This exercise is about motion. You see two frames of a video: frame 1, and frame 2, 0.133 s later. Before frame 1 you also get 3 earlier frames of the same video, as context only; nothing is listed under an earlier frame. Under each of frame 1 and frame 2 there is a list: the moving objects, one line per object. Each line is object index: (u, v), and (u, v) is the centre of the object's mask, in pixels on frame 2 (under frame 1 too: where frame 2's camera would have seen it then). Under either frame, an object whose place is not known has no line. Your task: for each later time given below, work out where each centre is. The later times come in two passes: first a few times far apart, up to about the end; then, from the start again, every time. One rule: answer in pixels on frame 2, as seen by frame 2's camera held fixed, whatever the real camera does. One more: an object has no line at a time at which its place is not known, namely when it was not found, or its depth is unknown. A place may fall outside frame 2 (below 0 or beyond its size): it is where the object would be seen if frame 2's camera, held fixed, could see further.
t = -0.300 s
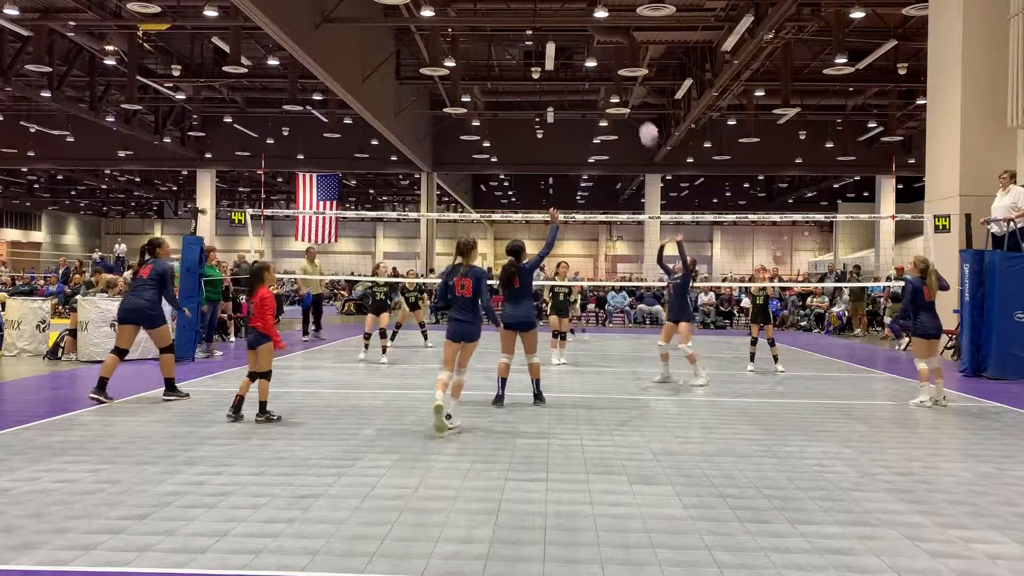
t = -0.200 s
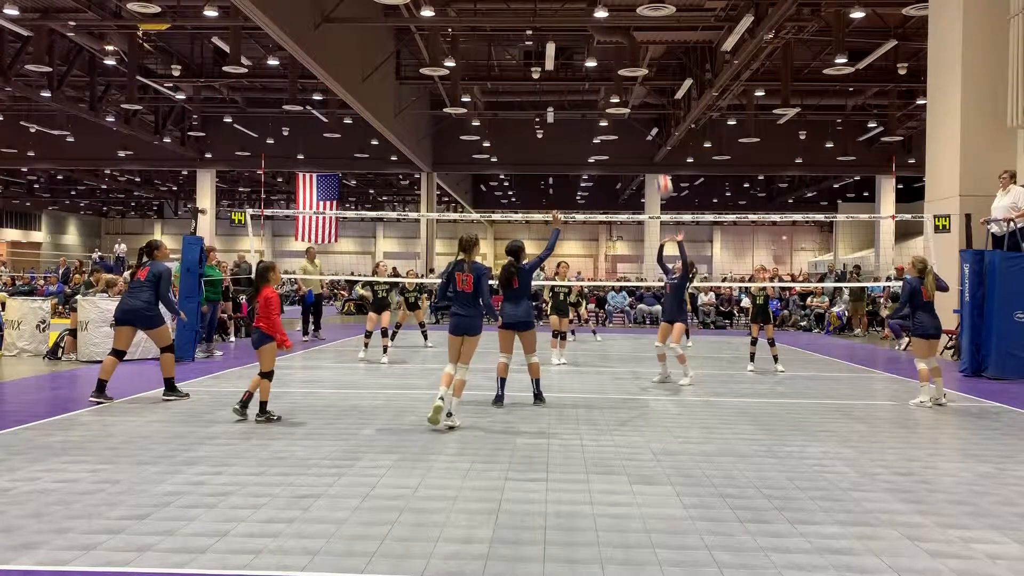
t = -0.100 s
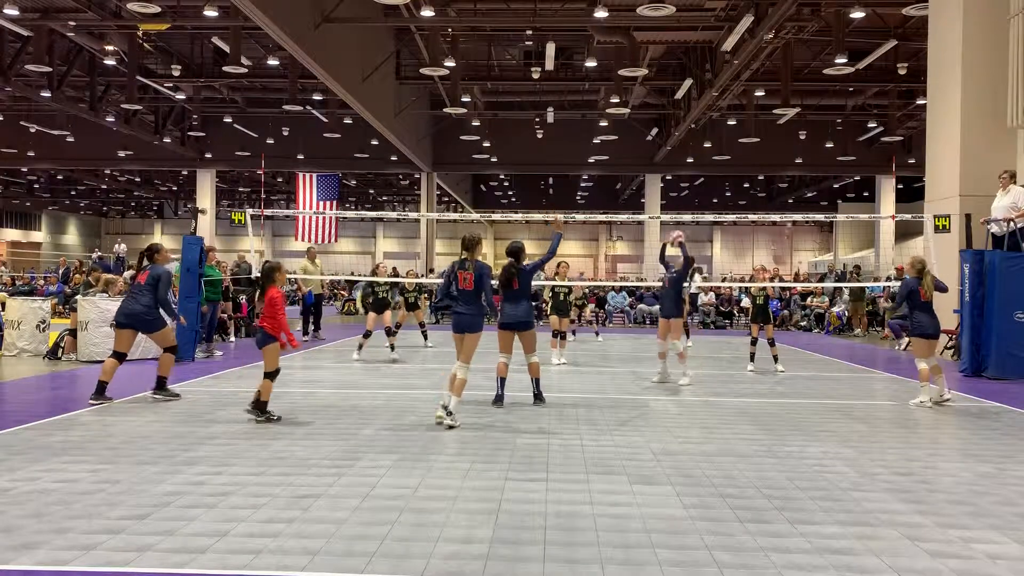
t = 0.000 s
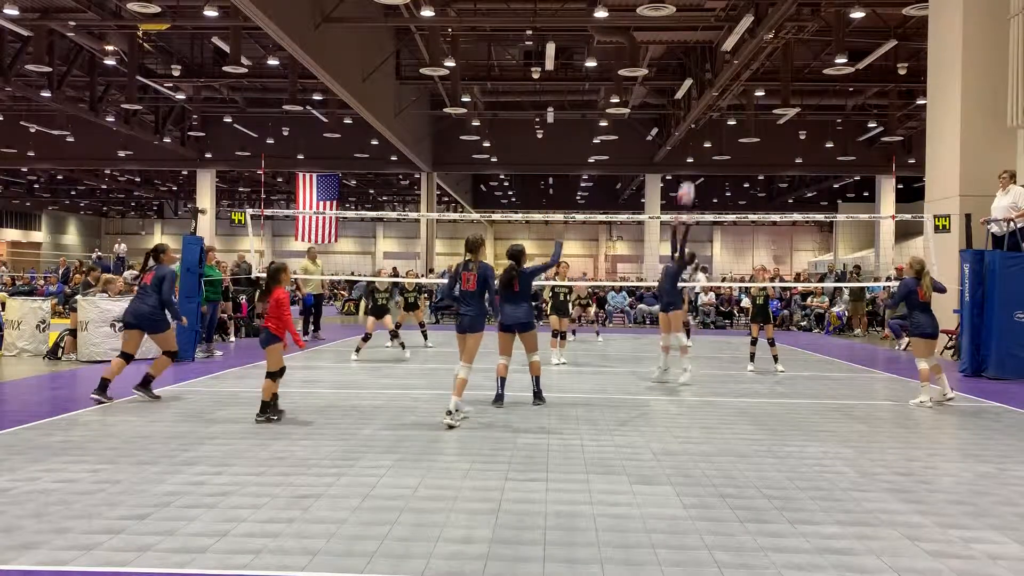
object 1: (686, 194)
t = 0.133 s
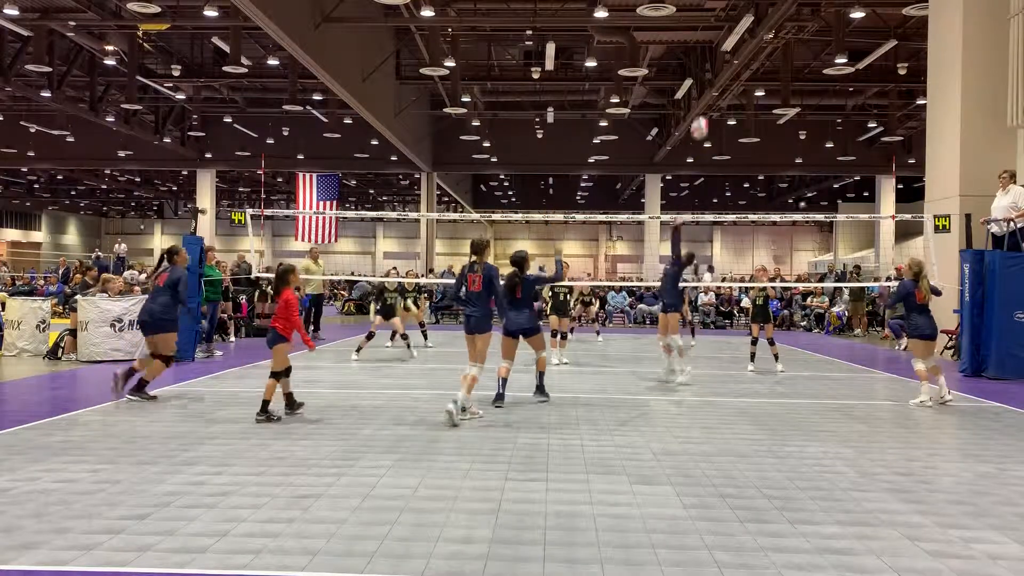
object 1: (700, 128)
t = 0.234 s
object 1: (708, 90)
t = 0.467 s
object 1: (724, 34)
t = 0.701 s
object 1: (739, 24)
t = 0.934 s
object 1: (752, 56)
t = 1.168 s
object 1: (764, 128)
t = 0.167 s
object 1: (703, 115)
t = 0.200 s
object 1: (706, 101)
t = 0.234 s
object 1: (708, 90)
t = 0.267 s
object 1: (711, 79)
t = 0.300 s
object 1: (713, 69)
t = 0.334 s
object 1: (716, 61)
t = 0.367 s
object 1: (718, 53)
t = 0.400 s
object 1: (720, 46)
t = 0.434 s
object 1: (722, 40)
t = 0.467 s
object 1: (724, 34)
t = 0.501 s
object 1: (726, 31)
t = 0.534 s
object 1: (728, 27)
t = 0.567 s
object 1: (730, 25)
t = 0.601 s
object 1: (732, 24)
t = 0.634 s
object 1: (734, 23)
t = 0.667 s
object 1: (736, 23)
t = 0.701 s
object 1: (739, 24)
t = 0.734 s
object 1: (741, 26)
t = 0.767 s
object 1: (743, 29)
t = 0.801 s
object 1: (745, 33)
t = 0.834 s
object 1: (747, 37)
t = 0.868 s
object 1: (749, 43)
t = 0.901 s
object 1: (751, 49)
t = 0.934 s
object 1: (752, 56)
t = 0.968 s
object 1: (754, 64)
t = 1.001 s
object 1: (756, 73)
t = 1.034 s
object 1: (757, 81)
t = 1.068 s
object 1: (759, 92)
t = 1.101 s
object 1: (760, 103)
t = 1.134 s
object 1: (763, 115)
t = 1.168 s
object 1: (764, 128)
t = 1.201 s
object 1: (765, 141)
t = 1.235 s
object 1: (767, 155)
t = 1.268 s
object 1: (768, 170)
